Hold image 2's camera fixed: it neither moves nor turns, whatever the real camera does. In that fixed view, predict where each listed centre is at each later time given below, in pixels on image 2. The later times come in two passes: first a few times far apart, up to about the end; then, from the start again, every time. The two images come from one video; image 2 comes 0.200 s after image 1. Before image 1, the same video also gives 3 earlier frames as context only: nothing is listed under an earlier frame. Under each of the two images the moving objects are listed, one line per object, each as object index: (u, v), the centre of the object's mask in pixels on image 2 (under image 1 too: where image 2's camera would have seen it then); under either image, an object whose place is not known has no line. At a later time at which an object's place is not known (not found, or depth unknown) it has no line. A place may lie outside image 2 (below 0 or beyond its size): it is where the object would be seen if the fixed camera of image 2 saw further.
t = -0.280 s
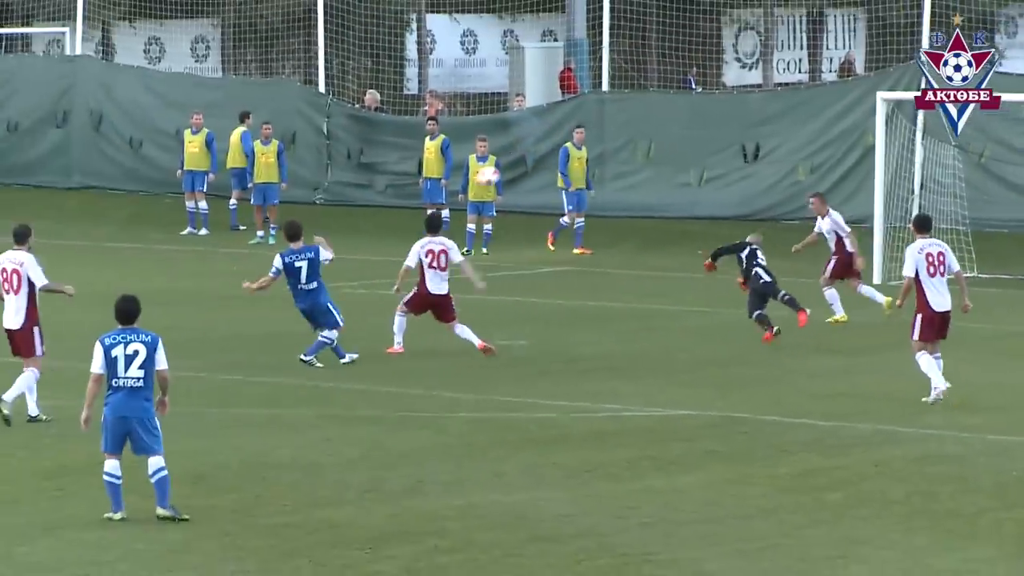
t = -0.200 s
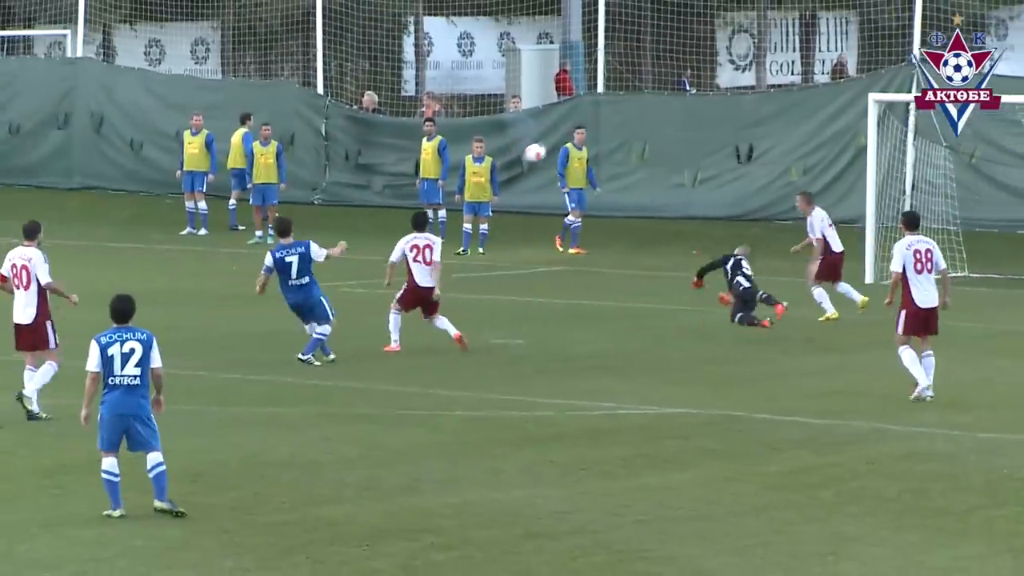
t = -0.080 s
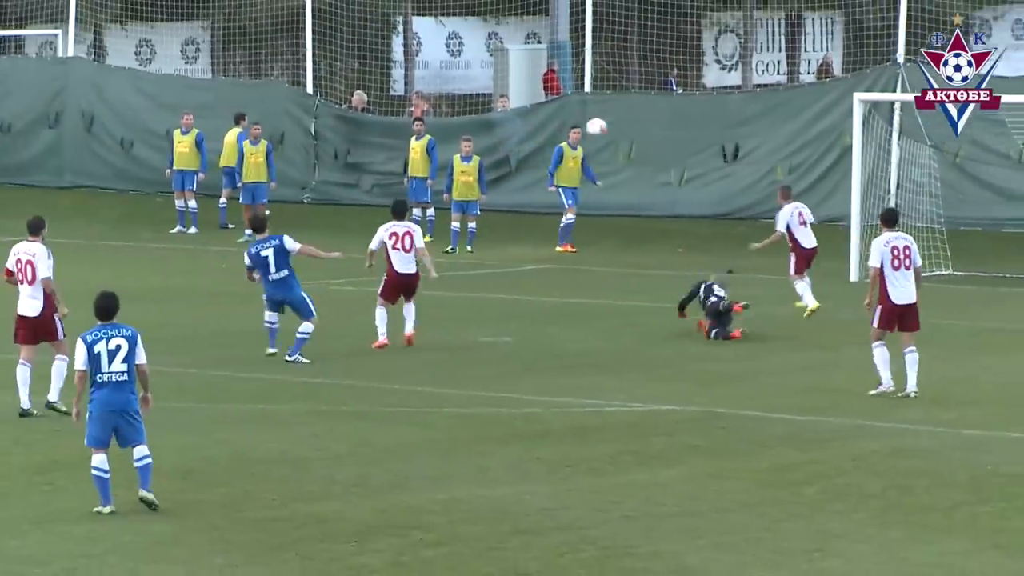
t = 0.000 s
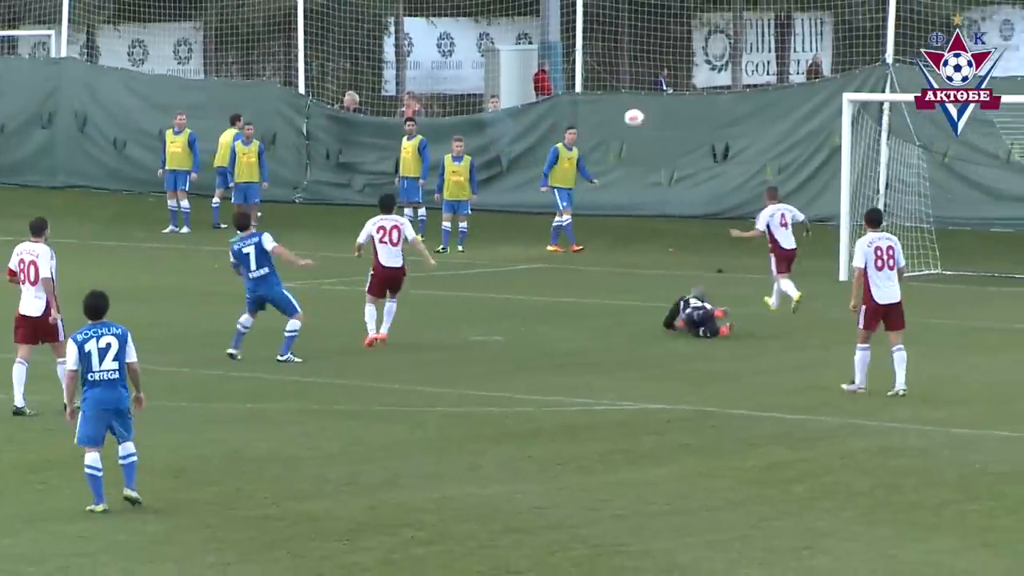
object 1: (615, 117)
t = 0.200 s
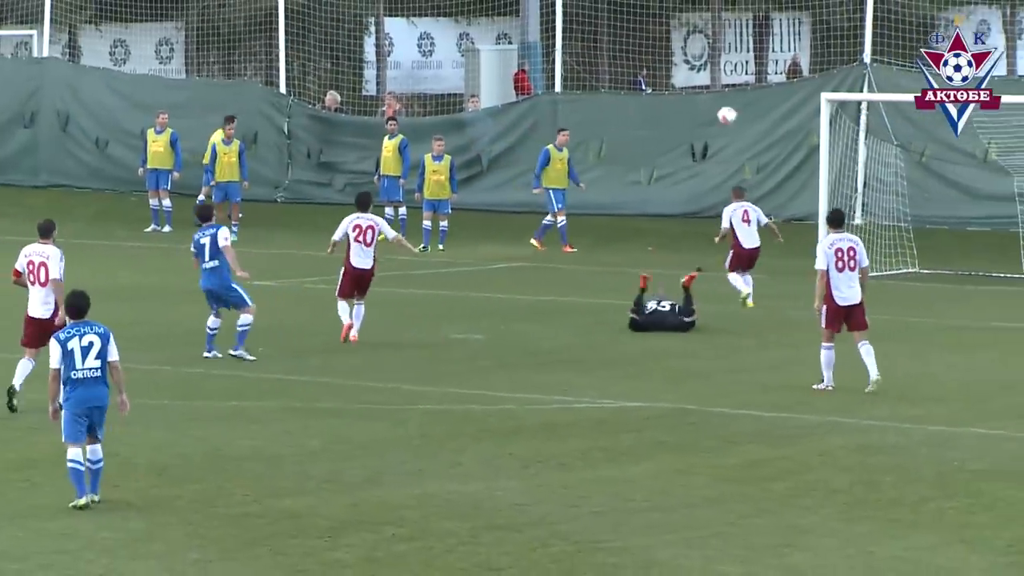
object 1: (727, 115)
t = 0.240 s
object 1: (749, 117)
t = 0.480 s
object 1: (844, 159)
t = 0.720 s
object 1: (898, 249)
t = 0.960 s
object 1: (933, 251)
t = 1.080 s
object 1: (945, 230)
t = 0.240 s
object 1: (749, 117)
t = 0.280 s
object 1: (770, 121)
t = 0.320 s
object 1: (792, 127)
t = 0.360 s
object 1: (813, 133)
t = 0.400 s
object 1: (829, 140)
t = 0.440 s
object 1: (836, 148)
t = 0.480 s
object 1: (844, 159)
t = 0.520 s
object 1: (853, 171)
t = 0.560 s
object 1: (861, 184)
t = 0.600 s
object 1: (870, 197)
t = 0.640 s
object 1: (880, 213)
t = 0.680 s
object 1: (888, 230)
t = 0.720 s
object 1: (898, 249)
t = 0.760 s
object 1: (907, 269)
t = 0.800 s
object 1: (916, 290)
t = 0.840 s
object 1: (921, 284)
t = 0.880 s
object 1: (925, 272)
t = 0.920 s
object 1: (929, 261)
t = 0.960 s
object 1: (933, 251)
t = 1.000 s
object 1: (937, 242)
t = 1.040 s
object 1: (941, 235)
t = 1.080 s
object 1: (945, 230)
